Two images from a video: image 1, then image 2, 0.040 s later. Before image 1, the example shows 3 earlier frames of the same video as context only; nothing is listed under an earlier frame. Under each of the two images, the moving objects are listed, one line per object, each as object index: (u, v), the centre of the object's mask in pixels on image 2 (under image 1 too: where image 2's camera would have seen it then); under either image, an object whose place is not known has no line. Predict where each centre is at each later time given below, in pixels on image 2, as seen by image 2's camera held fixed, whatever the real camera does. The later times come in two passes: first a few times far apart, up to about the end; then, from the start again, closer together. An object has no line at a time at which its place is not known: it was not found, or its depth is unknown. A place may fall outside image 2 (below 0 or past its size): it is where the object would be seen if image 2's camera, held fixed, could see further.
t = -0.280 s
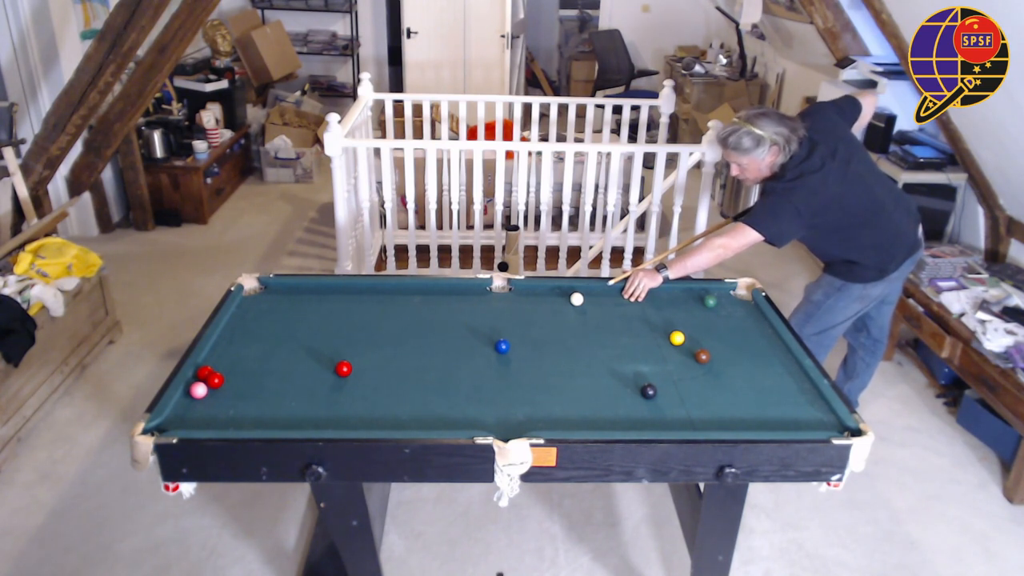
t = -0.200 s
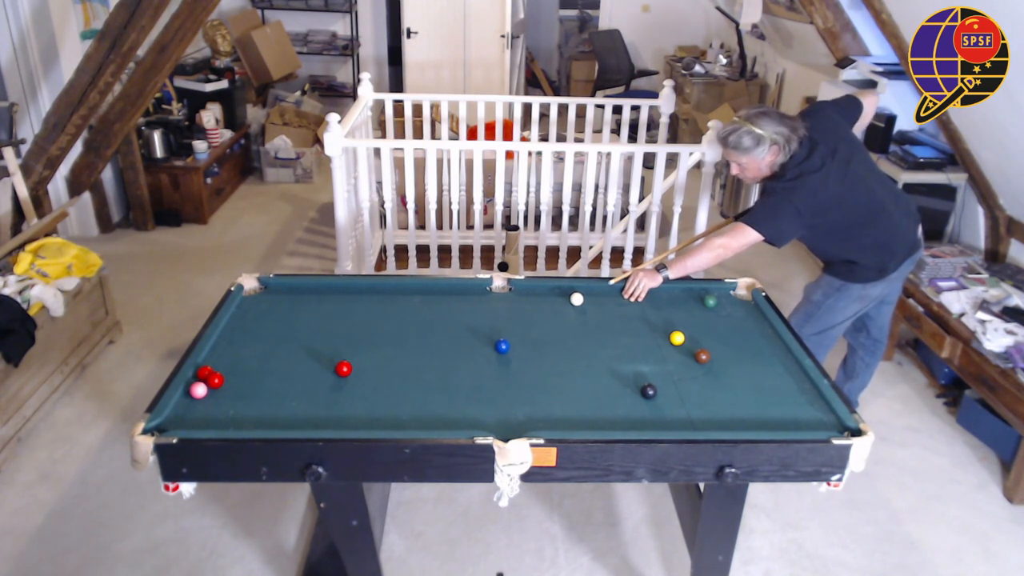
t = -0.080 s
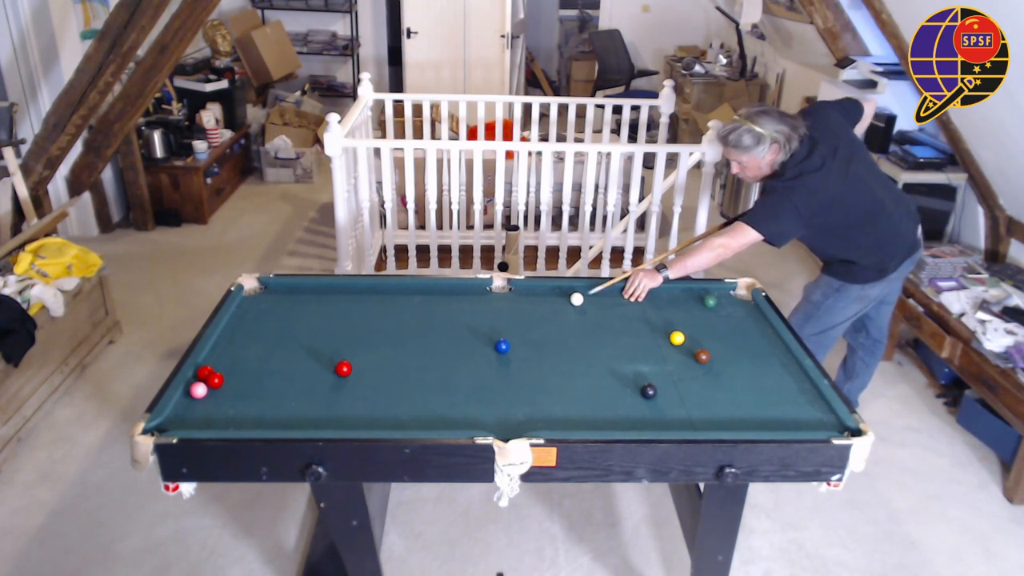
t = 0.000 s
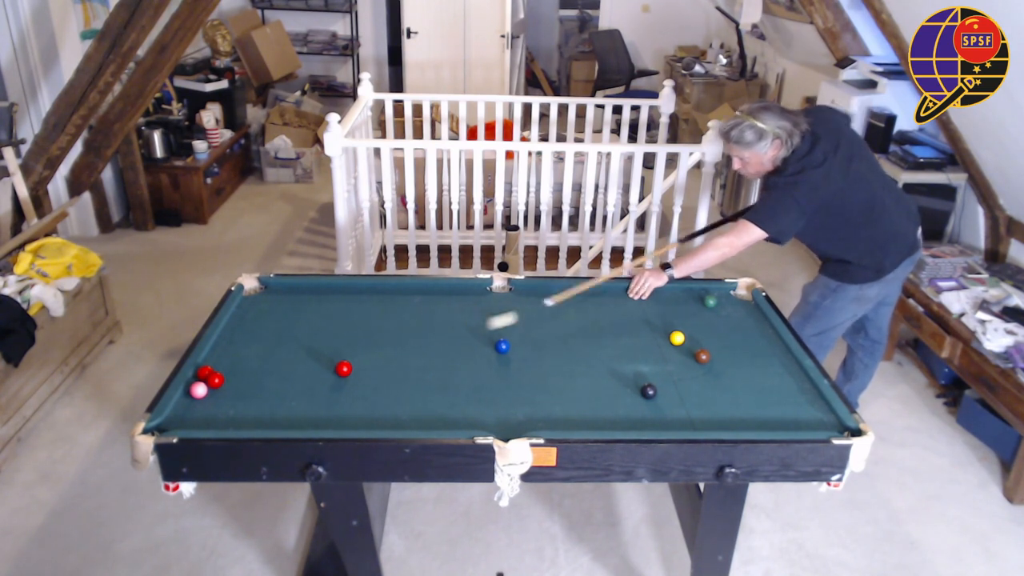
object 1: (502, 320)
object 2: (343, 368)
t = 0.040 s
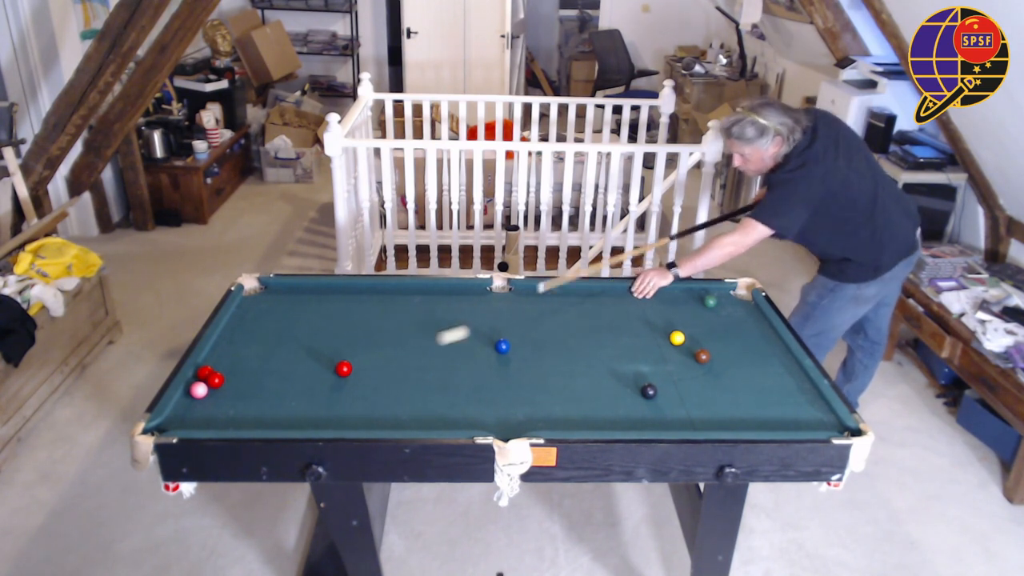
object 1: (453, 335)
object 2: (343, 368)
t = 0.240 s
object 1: (340, 366)
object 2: (174, 422)
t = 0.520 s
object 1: (281, 378)
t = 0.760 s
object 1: (238, 387)
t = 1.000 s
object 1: (201, 400)
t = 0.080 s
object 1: (402, 351)
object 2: (344, 368)
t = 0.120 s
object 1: (357, 363)
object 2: (334, 371)
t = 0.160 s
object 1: (353, 364)
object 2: (283, 387)
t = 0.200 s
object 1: (347, 364)
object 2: (230, 405)
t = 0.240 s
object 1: (340, 366)
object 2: (174, 422)
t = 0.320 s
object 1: (323, 369)
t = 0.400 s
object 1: (306, 373)
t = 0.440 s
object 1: (298, 375)
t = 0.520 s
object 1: (281, 378)
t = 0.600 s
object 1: (272, 380)
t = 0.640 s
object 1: (263, 382)
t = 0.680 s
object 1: (255, 384)
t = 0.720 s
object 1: (246, 386)
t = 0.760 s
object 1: (238, 387)
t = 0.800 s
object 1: (229, 389)
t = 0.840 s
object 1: (221, 391)
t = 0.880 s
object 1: (213, 393)
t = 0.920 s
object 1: (209, 395)
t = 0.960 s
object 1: (205, 398)
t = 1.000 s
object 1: (201, 400)
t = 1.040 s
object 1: (197, 402)
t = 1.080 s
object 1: (193, 405)
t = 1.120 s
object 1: (189, 407)
